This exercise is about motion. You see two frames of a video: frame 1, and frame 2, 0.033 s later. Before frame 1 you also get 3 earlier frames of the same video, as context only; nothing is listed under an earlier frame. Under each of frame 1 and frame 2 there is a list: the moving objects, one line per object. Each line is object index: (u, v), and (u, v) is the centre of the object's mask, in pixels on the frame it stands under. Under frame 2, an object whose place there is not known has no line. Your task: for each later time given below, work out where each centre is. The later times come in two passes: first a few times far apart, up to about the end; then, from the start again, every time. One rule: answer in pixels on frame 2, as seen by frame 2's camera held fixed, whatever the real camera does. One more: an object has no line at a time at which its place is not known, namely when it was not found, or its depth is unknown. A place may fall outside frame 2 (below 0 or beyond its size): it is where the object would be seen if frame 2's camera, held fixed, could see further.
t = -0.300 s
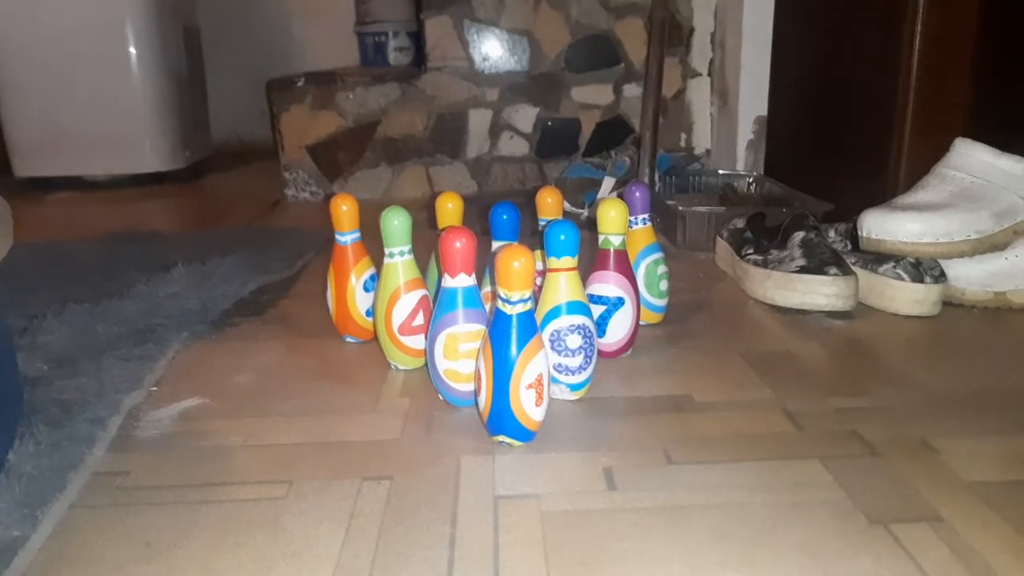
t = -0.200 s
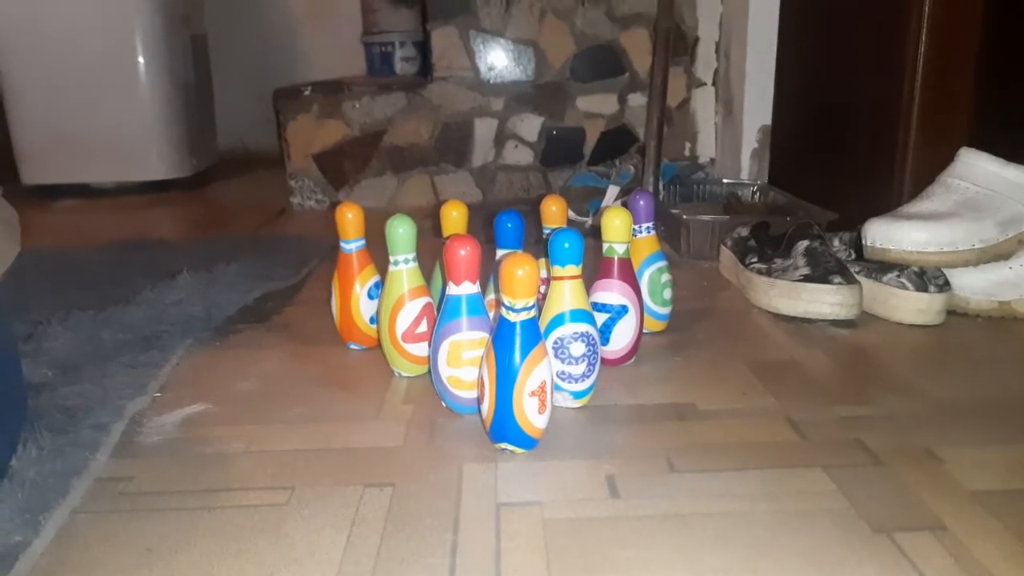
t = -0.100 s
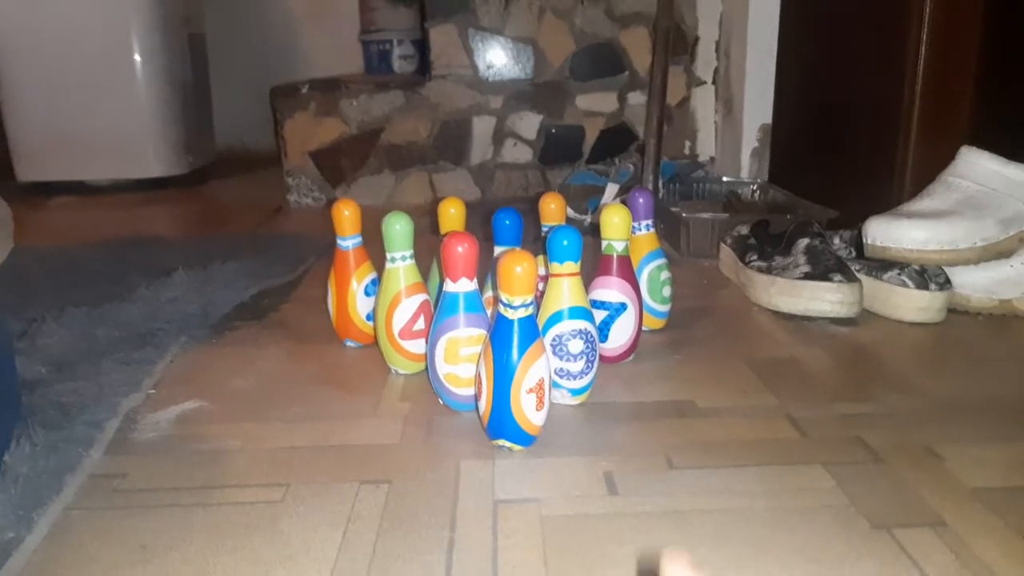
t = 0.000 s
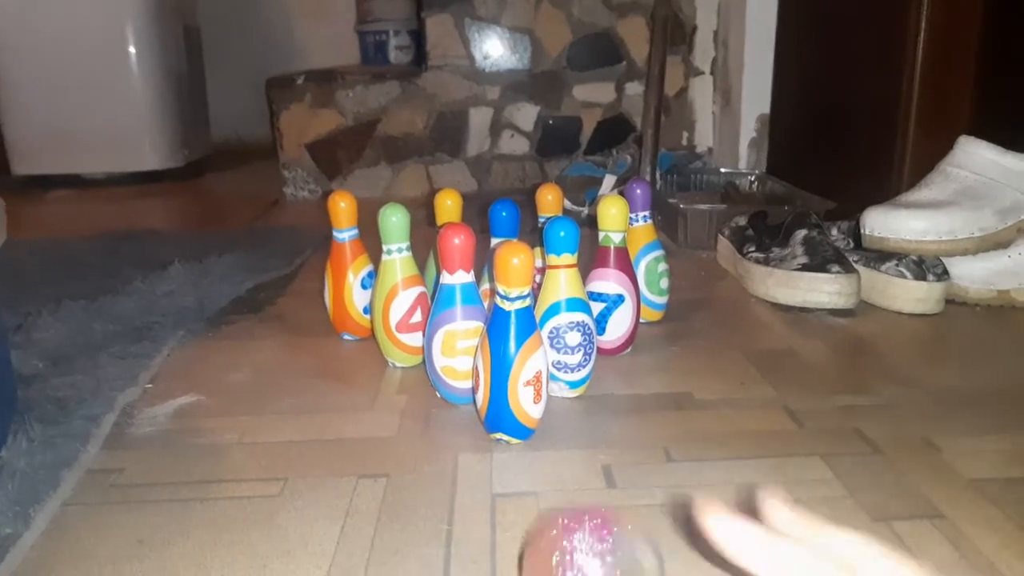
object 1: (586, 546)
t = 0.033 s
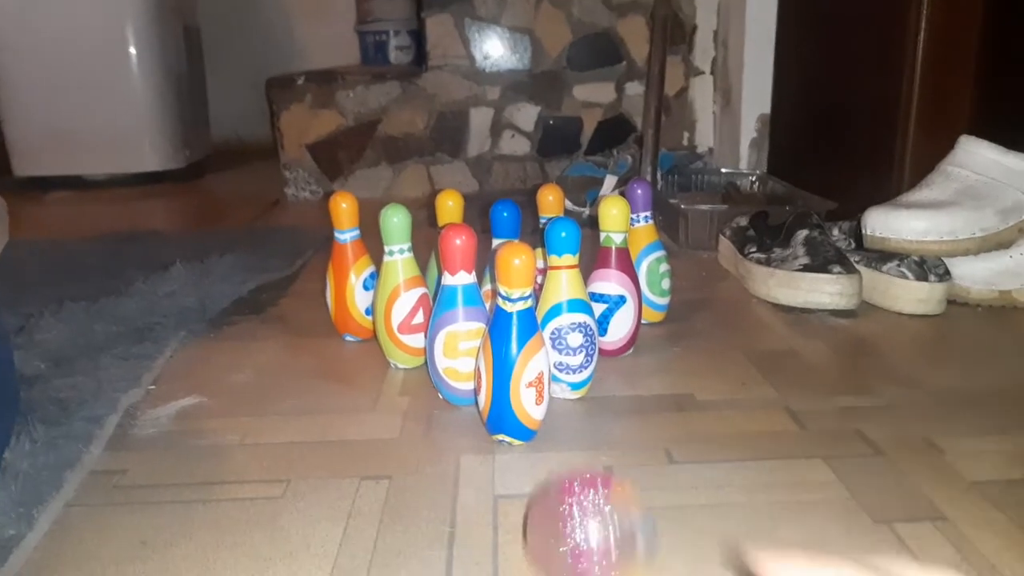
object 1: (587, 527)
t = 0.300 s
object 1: (601, 359)
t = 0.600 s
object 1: (663, 314)
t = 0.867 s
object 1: (721, 301)
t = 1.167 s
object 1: (772, 291)
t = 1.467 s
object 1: (764, 288)
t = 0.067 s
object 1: (584, 495)
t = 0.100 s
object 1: (583, 464)
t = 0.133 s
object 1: (582, 437)
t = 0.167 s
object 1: (581, 413)
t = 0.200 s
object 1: (582, 395)
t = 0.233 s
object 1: (588, 379)
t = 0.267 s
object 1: (594, 369)
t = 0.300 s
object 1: (601, 359)
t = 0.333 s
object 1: (606, 349)
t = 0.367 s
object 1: (613, 340)
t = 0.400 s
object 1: (620, 335)
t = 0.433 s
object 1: (627, 330)
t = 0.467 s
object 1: (632, 325)
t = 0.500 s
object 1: (638, 321)
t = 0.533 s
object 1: (646, 318)
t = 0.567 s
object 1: (654, 316)
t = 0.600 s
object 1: (663, 314)
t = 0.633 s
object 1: (672, 311)
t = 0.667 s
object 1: (678, 309)
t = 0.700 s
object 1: (685, 308)
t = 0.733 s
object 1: (693, 307)
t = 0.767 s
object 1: (699, 305)
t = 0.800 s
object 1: (708, 304)
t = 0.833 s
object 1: (715, 303)
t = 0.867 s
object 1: (721, 301)
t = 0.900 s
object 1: (728, 300)
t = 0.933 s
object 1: (734, 298)
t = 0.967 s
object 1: (741, 297)
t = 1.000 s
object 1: (747, 295)
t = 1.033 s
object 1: (753, 294)
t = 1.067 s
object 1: (757, 292)
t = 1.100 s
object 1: (763, 292)
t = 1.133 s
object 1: (768, 291)
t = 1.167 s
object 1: (772, 291)
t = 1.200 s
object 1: (772, 290)
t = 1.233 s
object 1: (769, 290)
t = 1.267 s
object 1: (765, 289)
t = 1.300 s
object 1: (763, 288)
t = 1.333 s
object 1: (762, 287)
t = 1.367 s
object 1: (763, 287)
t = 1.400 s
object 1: (763, 287)
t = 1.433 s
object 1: (764, 287)
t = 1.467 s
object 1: (764, 288)
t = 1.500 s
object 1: (765, 288)
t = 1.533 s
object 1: (766, 288)
